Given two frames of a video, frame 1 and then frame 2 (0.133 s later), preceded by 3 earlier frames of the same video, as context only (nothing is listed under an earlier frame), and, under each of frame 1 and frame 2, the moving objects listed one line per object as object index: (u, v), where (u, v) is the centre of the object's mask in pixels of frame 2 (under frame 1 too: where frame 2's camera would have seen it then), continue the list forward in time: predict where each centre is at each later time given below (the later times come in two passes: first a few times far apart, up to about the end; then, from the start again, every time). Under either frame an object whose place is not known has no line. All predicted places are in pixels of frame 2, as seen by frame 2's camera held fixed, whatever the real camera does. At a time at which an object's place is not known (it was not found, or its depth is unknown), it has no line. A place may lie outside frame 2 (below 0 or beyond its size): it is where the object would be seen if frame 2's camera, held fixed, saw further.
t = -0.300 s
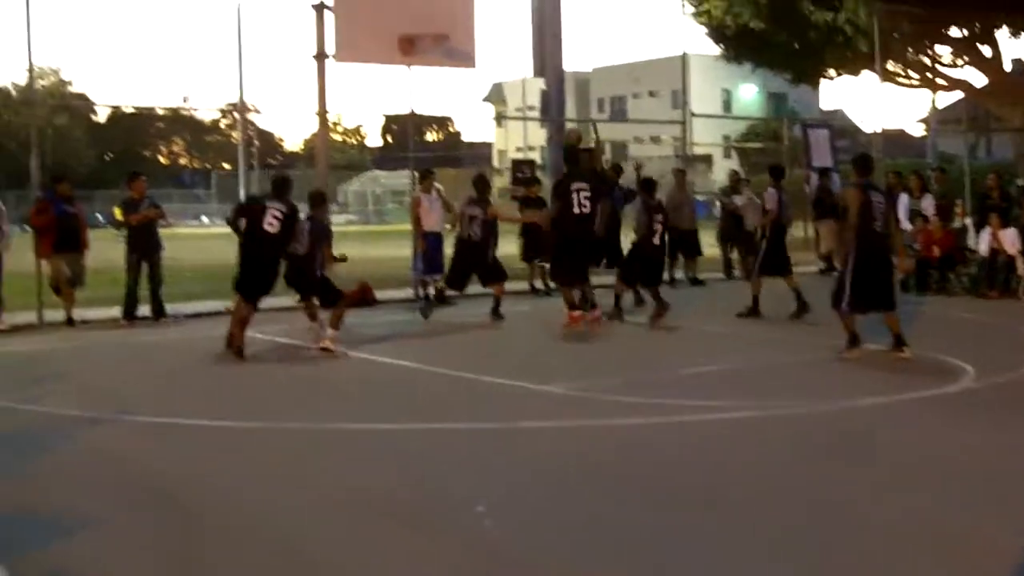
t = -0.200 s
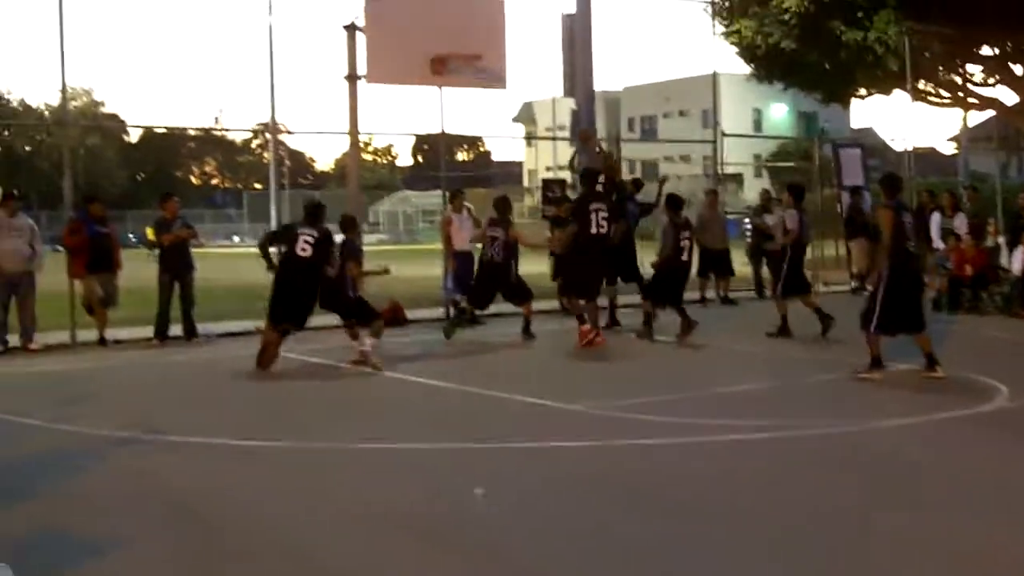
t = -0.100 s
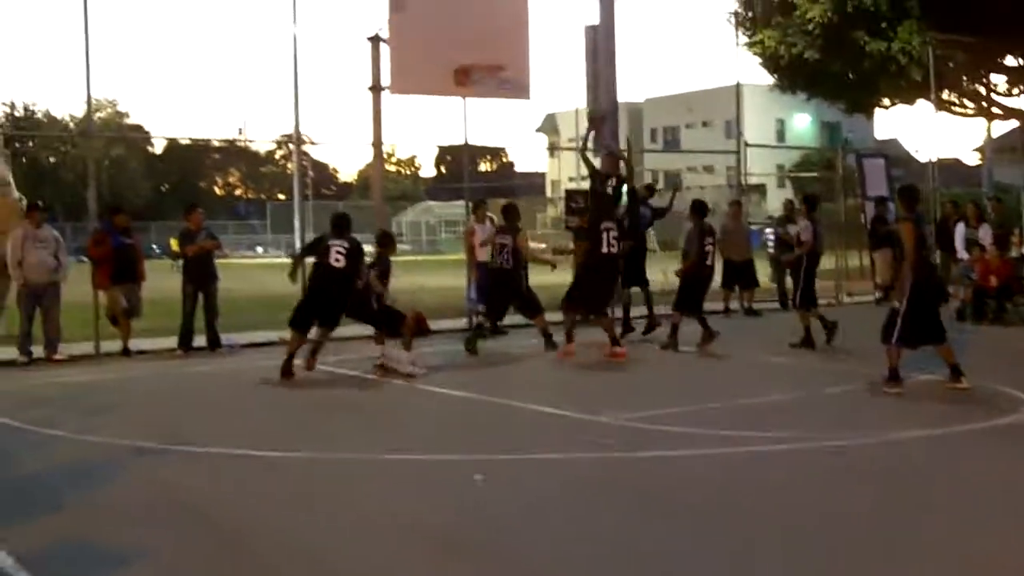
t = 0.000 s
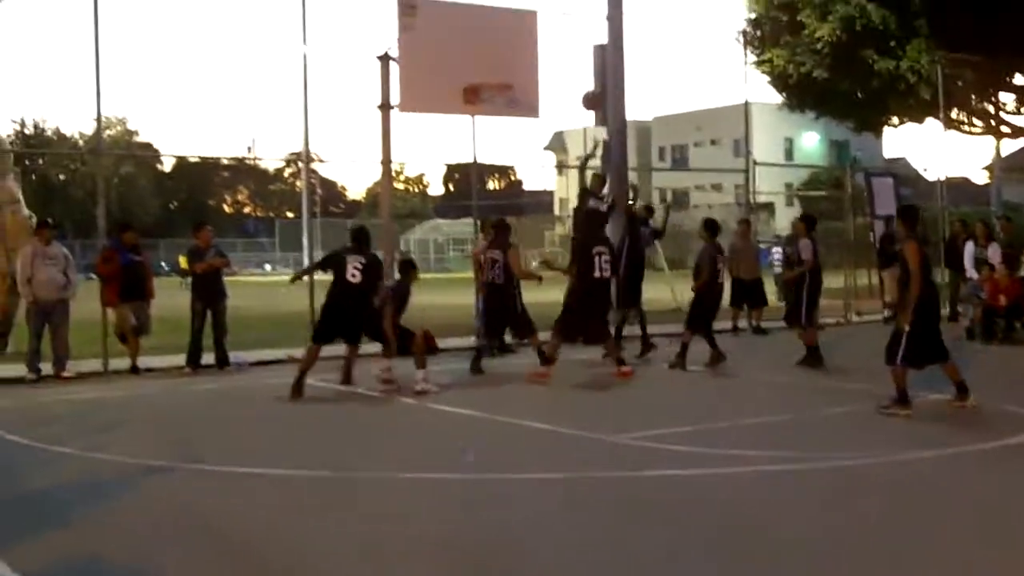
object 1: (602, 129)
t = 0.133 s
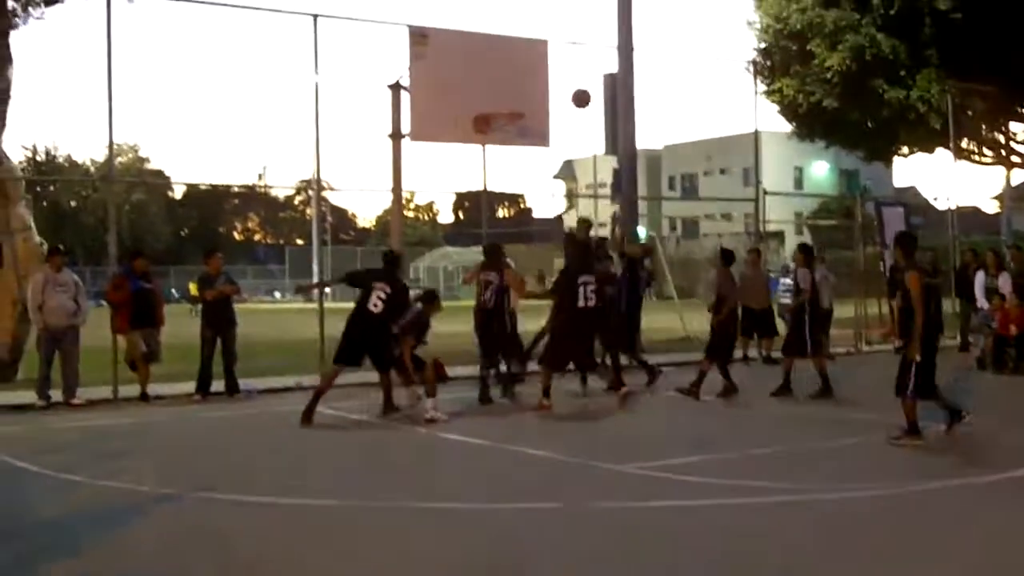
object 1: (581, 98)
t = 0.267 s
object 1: (560, 81)
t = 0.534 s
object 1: (517, 97)
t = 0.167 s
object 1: (576, 92)
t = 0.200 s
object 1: (571, 88)
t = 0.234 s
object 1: (566, 84)
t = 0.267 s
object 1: (560, 81)
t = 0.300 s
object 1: (555, 80)
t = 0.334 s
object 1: (549, 79)
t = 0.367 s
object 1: (544, 80)
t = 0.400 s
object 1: (539, 81)
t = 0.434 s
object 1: (535, 84)
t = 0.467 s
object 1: (530, 86)
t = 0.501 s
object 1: (523, 91)
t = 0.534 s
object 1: (517, 97)
